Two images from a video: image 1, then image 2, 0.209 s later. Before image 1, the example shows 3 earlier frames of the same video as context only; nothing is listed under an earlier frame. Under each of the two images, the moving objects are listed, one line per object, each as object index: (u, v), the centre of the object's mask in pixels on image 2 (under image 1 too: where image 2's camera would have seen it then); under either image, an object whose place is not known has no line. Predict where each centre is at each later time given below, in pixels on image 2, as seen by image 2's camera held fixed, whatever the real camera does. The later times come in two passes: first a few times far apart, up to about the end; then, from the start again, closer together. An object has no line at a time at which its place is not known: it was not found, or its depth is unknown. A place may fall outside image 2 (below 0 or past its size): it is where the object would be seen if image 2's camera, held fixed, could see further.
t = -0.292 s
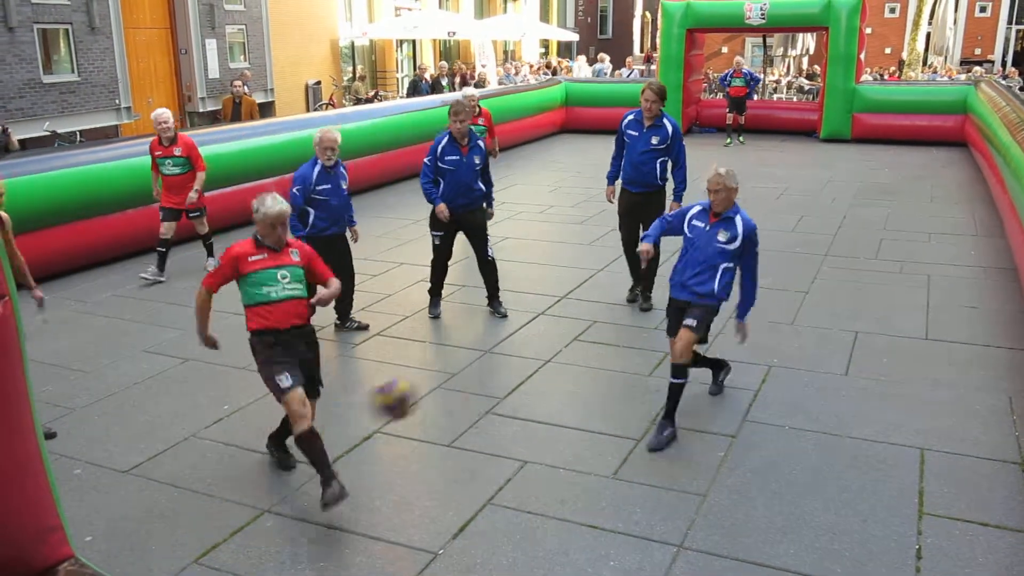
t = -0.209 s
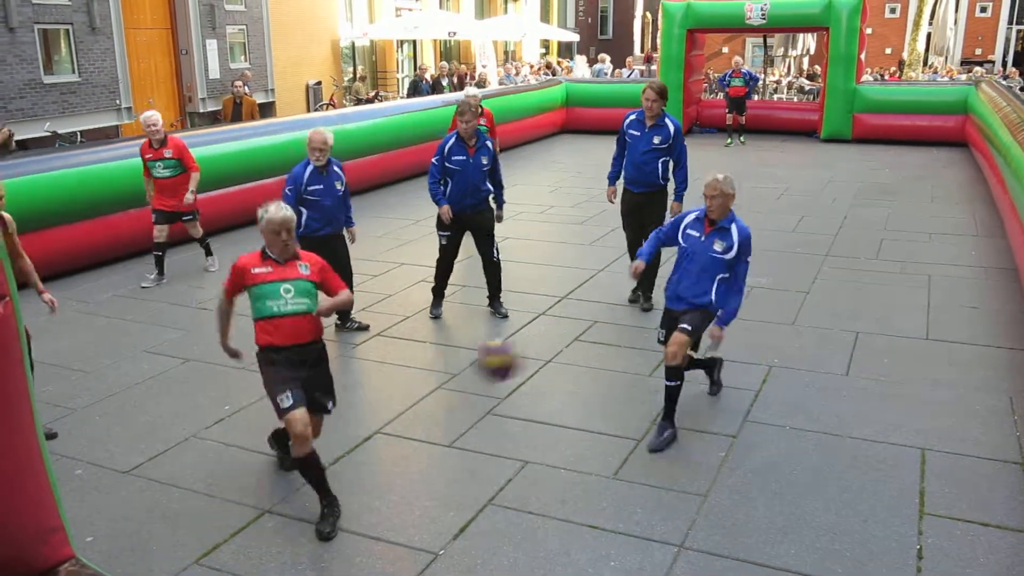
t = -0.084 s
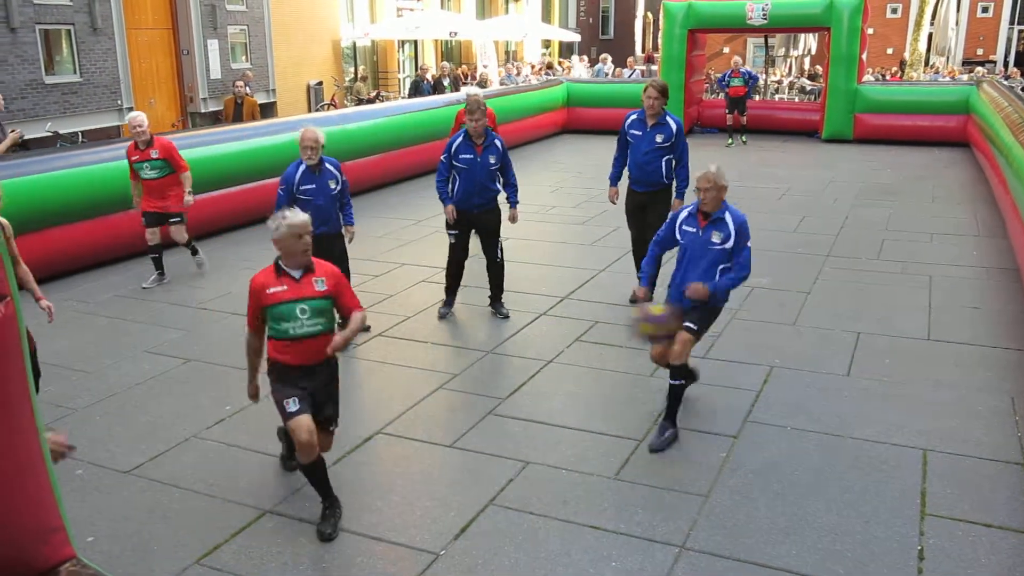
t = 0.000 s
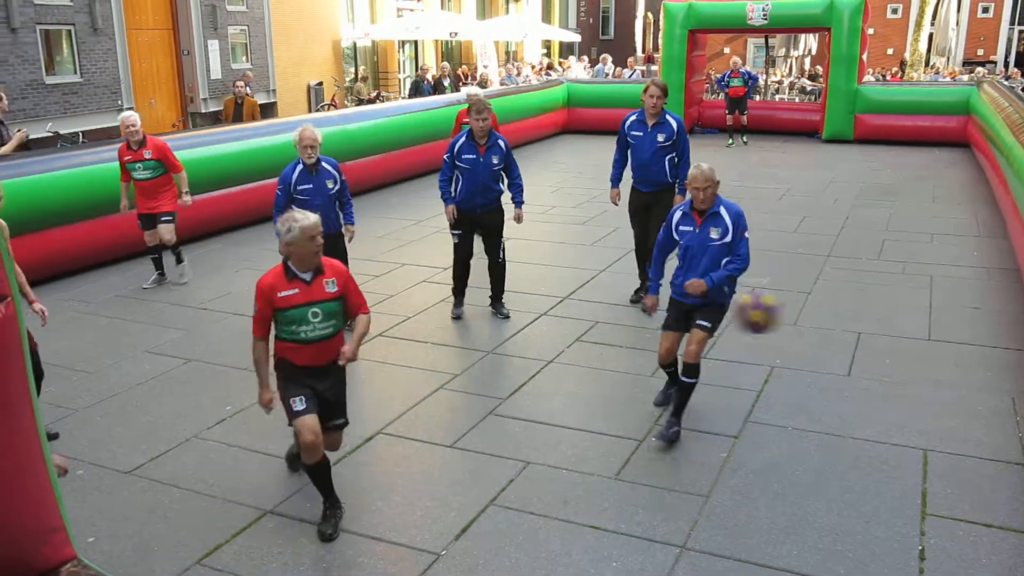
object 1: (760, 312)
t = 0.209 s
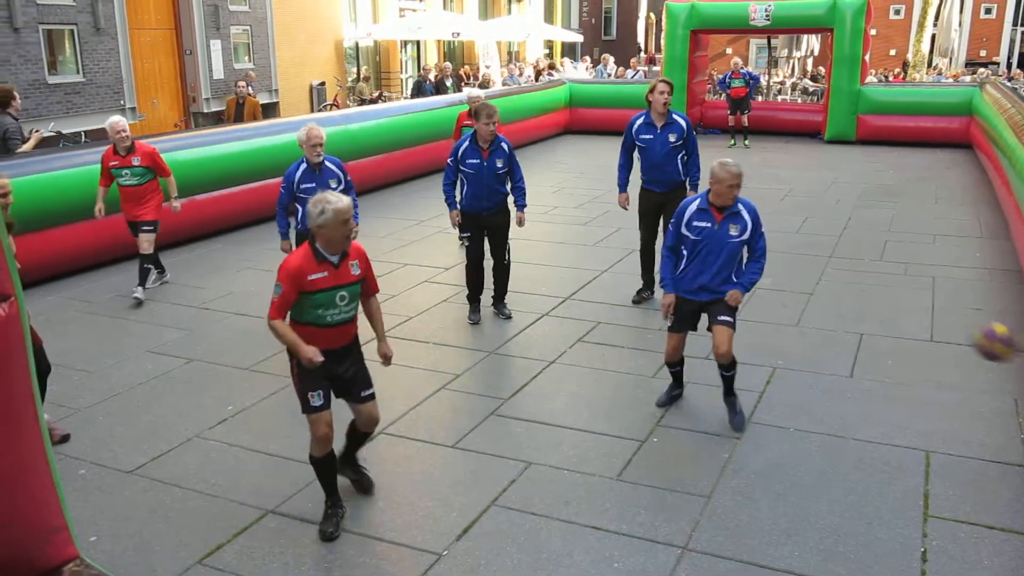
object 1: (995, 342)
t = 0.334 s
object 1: (1014, 374)
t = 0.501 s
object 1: (924, 390)
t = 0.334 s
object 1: (1014, 374)
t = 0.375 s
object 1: (999, 382)
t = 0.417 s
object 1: (970, 392)
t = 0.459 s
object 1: (943, 406)
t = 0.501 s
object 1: (924, 390)
